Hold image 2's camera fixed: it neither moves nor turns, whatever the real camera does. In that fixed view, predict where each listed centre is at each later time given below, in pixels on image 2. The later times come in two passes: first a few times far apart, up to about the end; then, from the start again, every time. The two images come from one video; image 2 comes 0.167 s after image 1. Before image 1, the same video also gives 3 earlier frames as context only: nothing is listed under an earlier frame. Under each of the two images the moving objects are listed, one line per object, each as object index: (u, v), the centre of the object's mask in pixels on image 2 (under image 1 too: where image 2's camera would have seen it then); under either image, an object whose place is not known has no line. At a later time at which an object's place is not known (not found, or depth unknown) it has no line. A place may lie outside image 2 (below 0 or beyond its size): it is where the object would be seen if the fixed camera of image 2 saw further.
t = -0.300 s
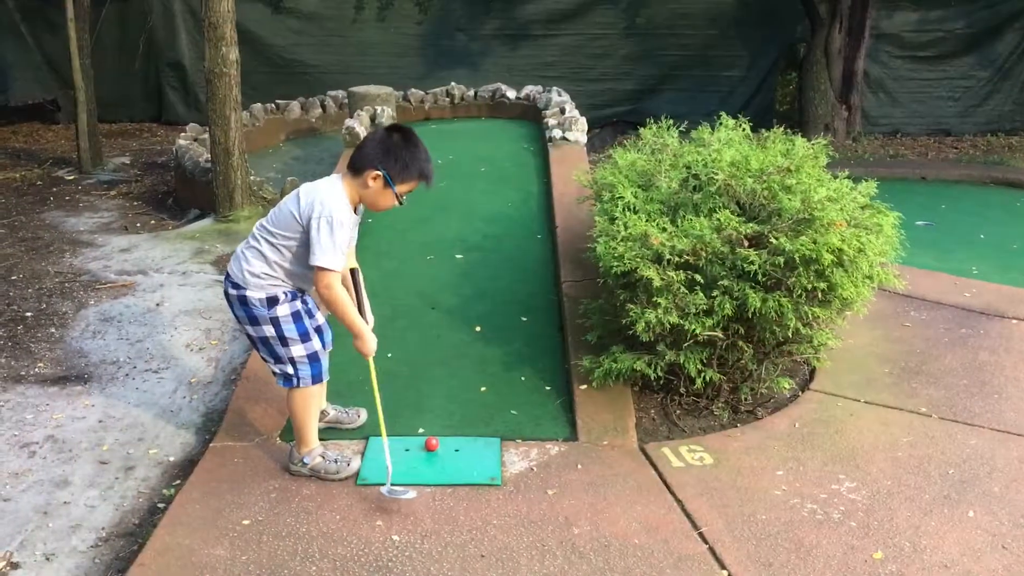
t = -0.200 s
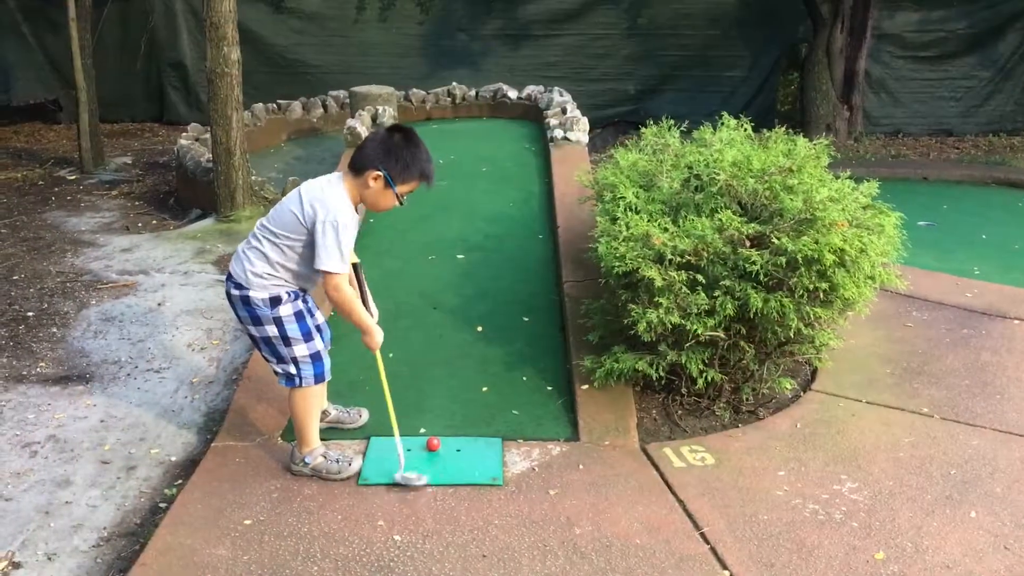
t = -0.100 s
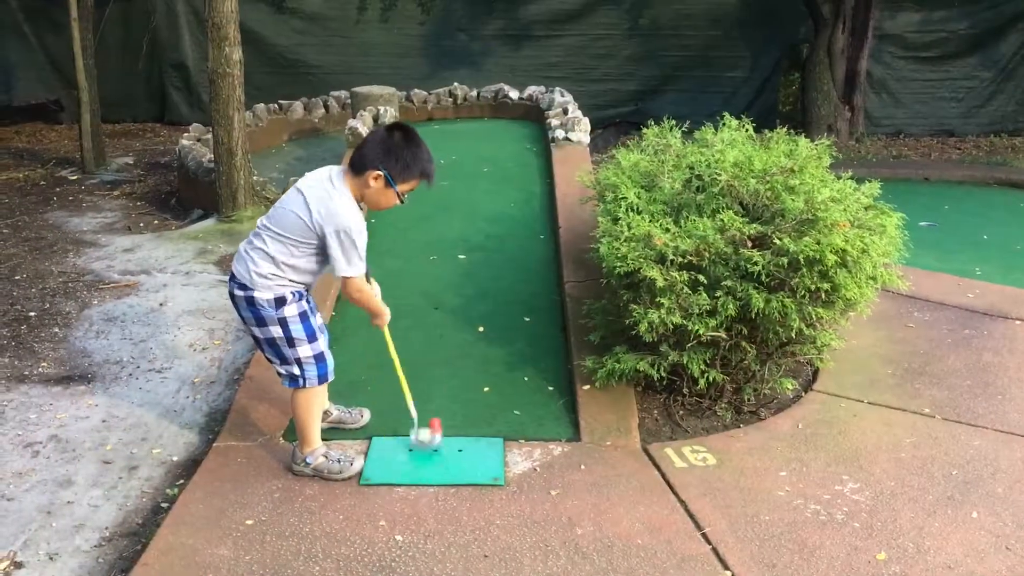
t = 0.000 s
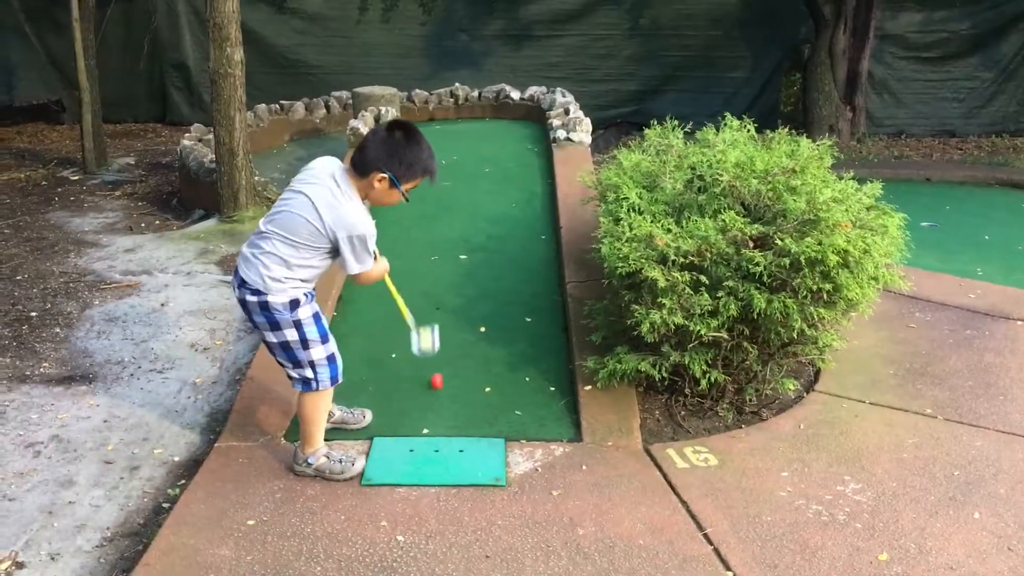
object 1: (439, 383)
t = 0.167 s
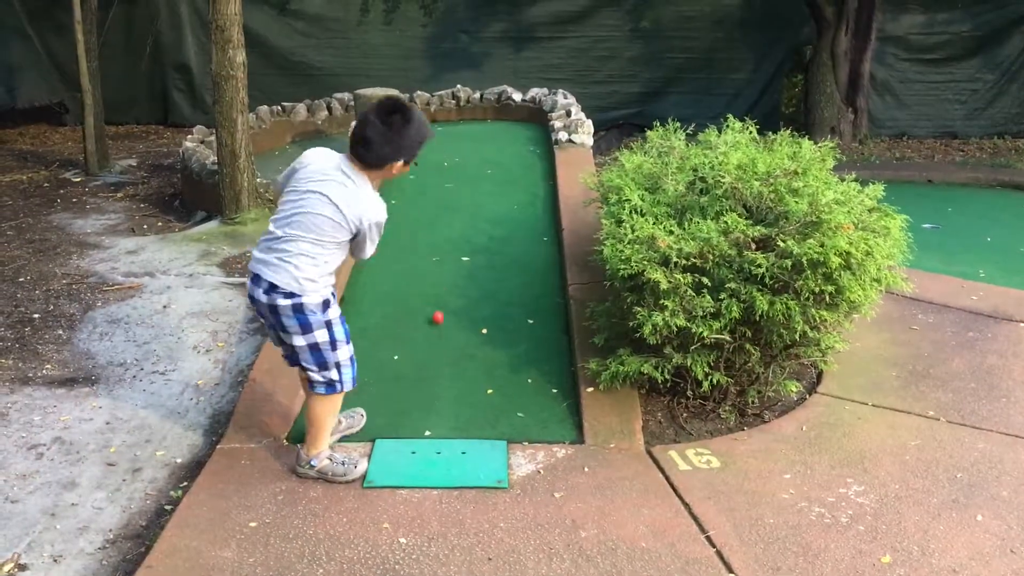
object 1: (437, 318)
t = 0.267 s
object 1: (438, 281)
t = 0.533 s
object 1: (441, 224)
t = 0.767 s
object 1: (440, 187)
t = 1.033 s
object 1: (438, 158)
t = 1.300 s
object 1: (433, 143)
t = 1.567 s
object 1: (429, 133)
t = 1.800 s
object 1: (425, 127)
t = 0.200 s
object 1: (437, 308)
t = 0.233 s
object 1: (437, 294)
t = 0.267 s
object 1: (438, 281)
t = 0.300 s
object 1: (439, 270)
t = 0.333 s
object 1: (440, 263)
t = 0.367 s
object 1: (440, 259)
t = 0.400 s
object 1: (441, 253)
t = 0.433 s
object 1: (441, 244)
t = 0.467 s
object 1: (441, 239)
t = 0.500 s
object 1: (441, 231)
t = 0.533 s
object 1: (441, 224)
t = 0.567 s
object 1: (441, 218)
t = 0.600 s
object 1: (441, 213)
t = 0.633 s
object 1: (441, 207)
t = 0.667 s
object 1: (441, 202)
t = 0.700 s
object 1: (441, 196)
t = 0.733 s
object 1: (441, 192)
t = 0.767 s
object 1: (440, 187)
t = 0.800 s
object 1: (440, 183)
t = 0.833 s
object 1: (440, 179)
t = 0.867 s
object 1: (439, 175)
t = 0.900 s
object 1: (439, 170)
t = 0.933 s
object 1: (439, 167)
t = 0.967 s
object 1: (438, 163)
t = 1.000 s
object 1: (438, 161)
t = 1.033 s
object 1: (438, 158)
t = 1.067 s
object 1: (437, 156)
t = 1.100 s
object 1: (437, 154)
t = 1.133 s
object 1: (436, 152)
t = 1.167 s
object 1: (436, 150)
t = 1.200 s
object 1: (435, 148)
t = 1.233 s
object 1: (435, 147)
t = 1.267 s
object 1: (434, 145)
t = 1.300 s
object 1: (433, 143)
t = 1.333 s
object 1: (433, 142)
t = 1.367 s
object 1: (432, 140)
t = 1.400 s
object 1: (431, 139)
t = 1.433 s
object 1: (431, 138)
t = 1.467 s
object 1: (430, 136)
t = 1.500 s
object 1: (430, 136)
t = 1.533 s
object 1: (429, 133)
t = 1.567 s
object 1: (429, 133)
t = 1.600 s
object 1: (428, 132)
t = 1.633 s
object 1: (428, 130)
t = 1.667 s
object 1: (427, 130)
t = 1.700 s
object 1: (427, 129)
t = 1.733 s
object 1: (426, 128)
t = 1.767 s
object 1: (426, 127)
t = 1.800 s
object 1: (425, 127)
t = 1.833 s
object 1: (425, 127)
